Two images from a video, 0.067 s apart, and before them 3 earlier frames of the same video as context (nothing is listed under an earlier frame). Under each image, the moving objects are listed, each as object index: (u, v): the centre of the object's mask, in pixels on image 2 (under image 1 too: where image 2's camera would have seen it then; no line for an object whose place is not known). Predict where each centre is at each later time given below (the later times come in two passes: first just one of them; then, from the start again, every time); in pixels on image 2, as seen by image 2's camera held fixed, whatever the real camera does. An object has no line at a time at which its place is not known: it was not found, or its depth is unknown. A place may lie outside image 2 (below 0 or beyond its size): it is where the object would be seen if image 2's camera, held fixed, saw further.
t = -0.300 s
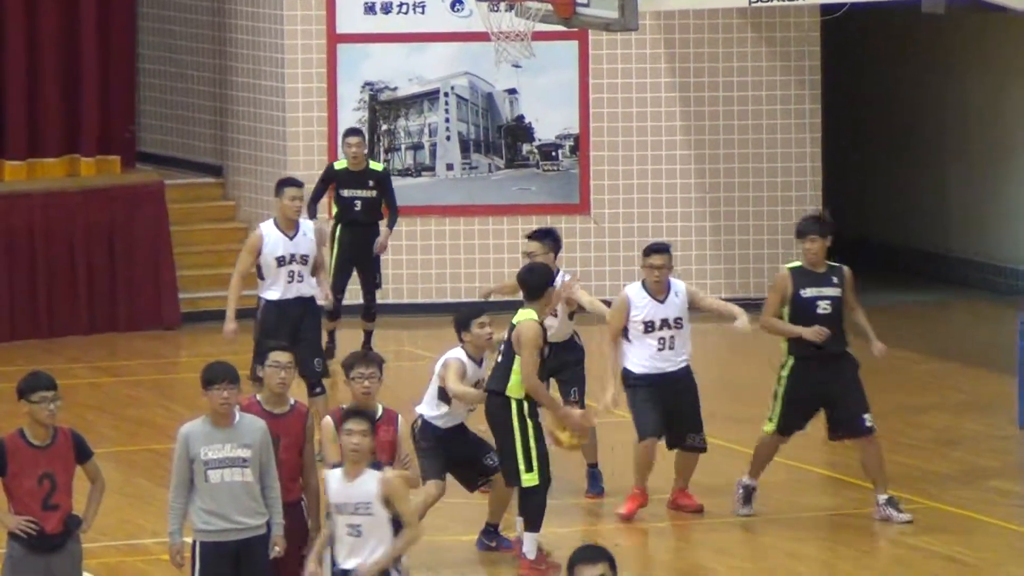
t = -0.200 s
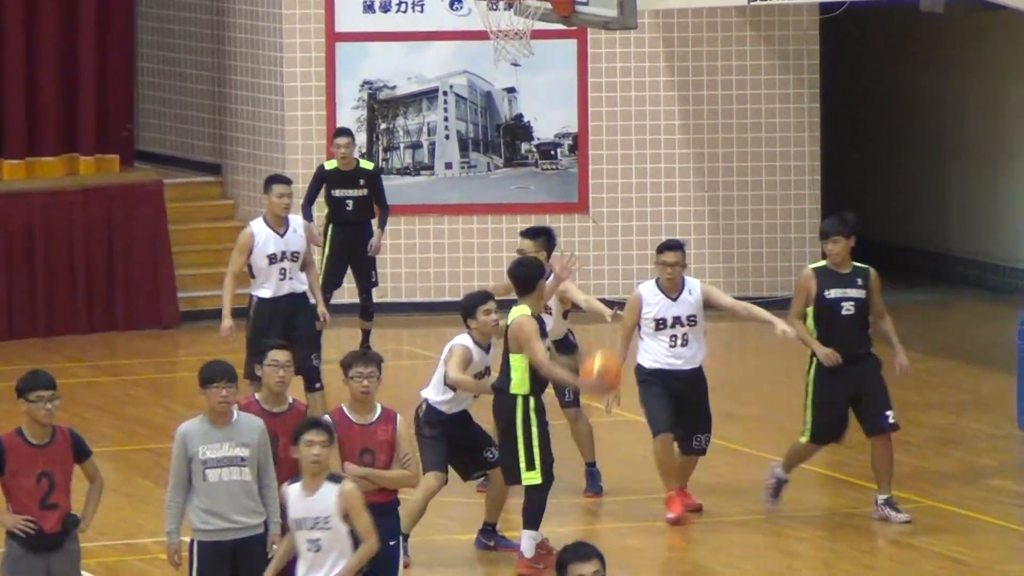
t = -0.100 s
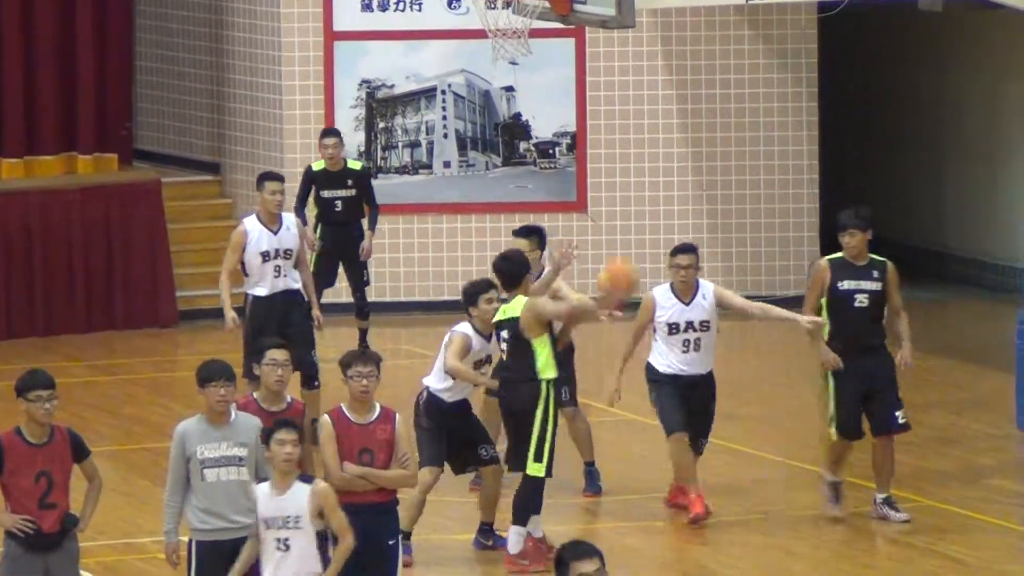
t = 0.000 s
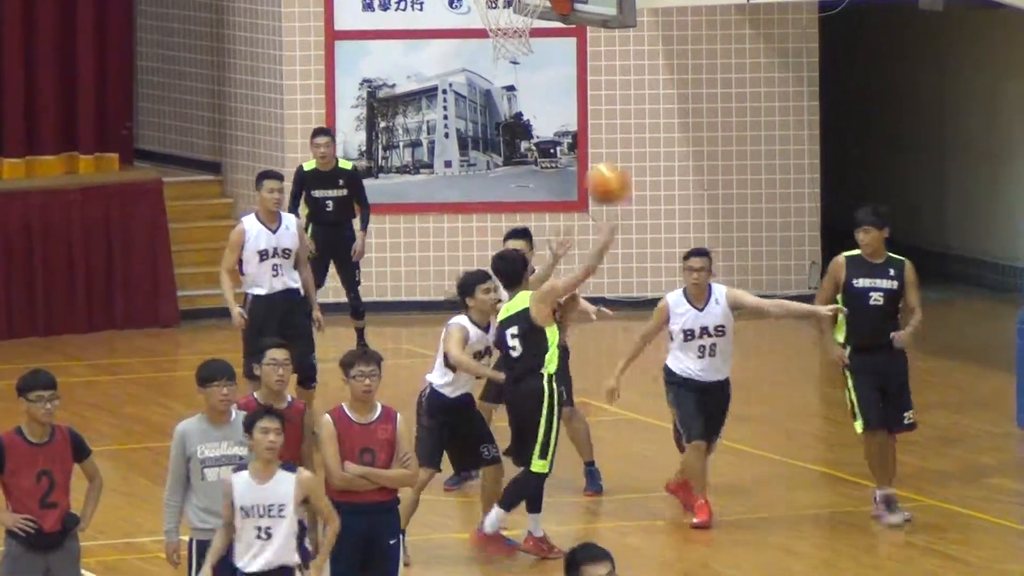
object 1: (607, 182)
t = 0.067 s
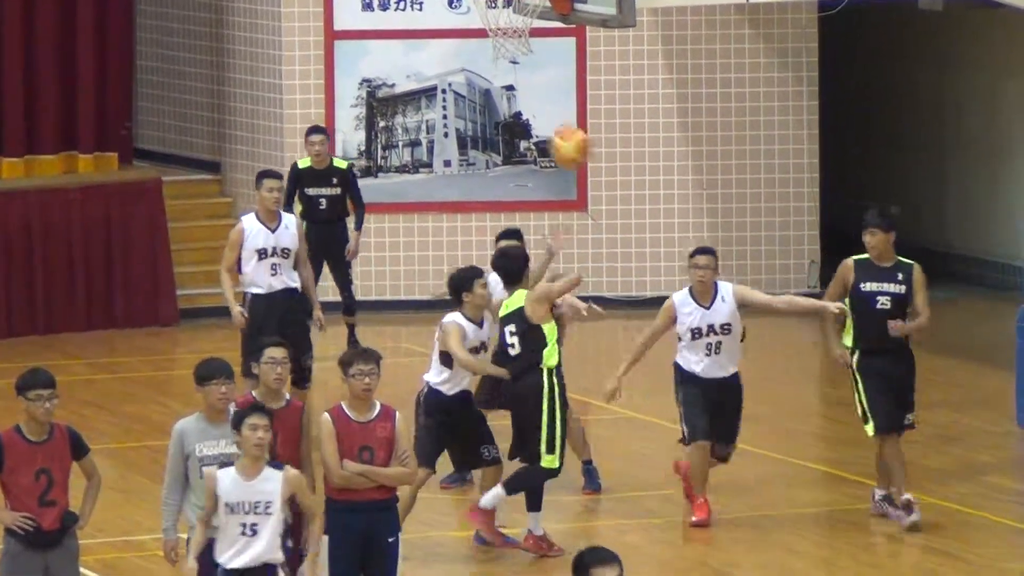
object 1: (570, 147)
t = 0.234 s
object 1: (487, 88)
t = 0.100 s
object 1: (553, 133)
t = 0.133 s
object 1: (534, 118)
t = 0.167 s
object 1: (518, 108)
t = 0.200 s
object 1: (501, 97)
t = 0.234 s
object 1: (487, 88)
